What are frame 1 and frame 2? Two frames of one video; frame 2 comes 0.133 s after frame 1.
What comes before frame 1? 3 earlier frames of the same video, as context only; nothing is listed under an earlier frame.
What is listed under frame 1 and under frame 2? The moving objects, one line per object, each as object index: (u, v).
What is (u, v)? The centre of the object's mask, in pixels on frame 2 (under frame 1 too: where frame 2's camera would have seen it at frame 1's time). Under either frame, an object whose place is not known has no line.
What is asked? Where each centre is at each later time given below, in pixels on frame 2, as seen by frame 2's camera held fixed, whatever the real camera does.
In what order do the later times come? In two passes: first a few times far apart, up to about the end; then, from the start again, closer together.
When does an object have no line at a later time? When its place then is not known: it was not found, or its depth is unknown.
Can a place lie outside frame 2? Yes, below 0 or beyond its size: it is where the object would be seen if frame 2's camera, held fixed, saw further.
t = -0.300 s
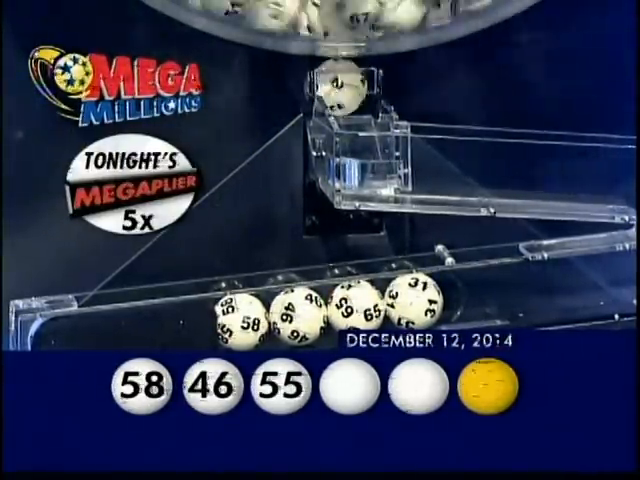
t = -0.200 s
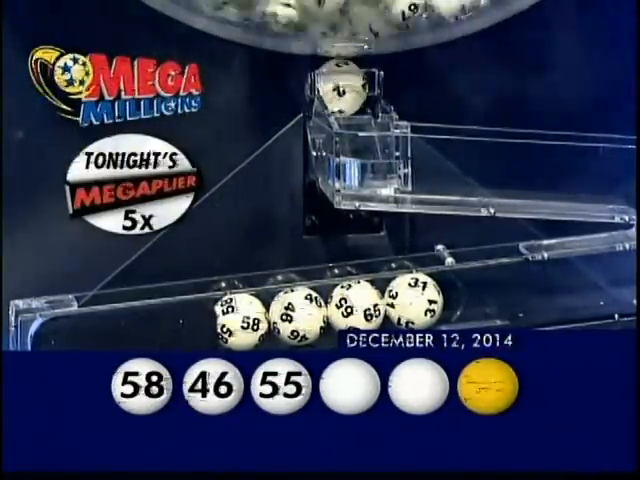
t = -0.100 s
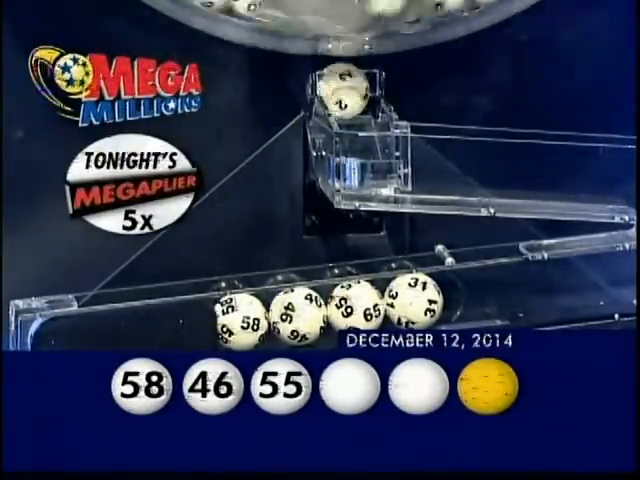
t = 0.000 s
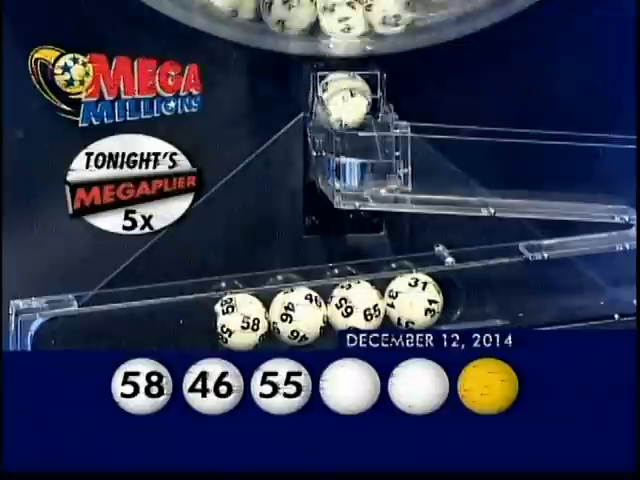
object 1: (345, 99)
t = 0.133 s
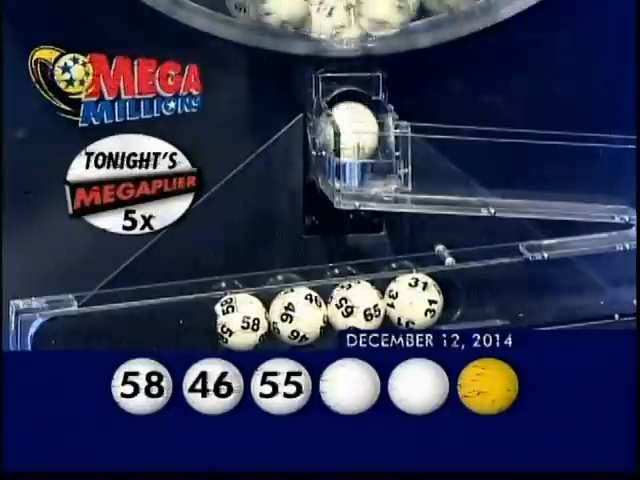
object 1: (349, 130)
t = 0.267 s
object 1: (373, 160)
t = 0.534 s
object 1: (525, 174)
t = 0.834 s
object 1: (624, 274)
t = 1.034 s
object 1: (505, 288)
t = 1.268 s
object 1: (473, 294)
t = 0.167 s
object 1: (352, 138)
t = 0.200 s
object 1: (364, 146)
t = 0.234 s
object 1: (366, 151)
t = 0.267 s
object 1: (373, 160)
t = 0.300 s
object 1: (388, 166)
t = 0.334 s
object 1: (407, 167)
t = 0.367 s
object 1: (426, 169)
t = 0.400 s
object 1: (443, 170)
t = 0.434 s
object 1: (463, 171)
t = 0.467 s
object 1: (483, 172)
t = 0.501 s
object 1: (504, 173)
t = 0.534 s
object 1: (525, 174)
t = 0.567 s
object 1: (547, 175)
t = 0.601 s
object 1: (570, 176)
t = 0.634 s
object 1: (593, 177)
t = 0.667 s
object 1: (612, 179)
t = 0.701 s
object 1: (624, 181)
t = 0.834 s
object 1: (624, 274)
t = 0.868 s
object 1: (610, 277)
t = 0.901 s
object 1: (591, 279)
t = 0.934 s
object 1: (572, 280)
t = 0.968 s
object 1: (551, 285)
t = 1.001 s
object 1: (528, 285)
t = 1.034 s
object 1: (505, 288)
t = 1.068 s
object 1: (482, 292)
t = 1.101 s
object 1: (470, 292)
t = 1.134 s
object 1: (471, 293)
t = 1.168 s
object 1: (473, 294)
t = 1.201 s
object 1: (473, 294)
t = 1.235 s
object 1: (474, 294)
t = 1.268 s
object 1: (473, 294)
